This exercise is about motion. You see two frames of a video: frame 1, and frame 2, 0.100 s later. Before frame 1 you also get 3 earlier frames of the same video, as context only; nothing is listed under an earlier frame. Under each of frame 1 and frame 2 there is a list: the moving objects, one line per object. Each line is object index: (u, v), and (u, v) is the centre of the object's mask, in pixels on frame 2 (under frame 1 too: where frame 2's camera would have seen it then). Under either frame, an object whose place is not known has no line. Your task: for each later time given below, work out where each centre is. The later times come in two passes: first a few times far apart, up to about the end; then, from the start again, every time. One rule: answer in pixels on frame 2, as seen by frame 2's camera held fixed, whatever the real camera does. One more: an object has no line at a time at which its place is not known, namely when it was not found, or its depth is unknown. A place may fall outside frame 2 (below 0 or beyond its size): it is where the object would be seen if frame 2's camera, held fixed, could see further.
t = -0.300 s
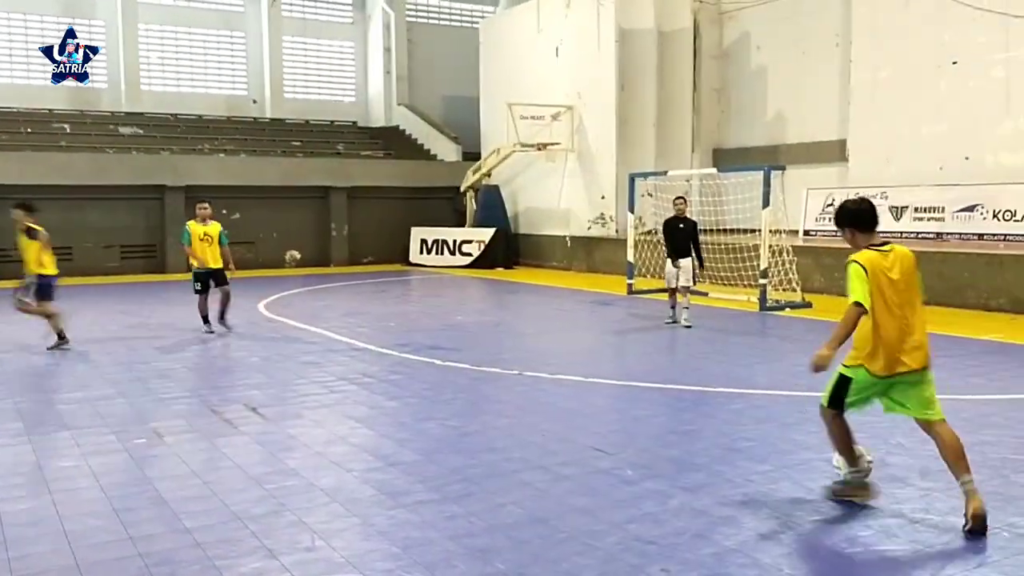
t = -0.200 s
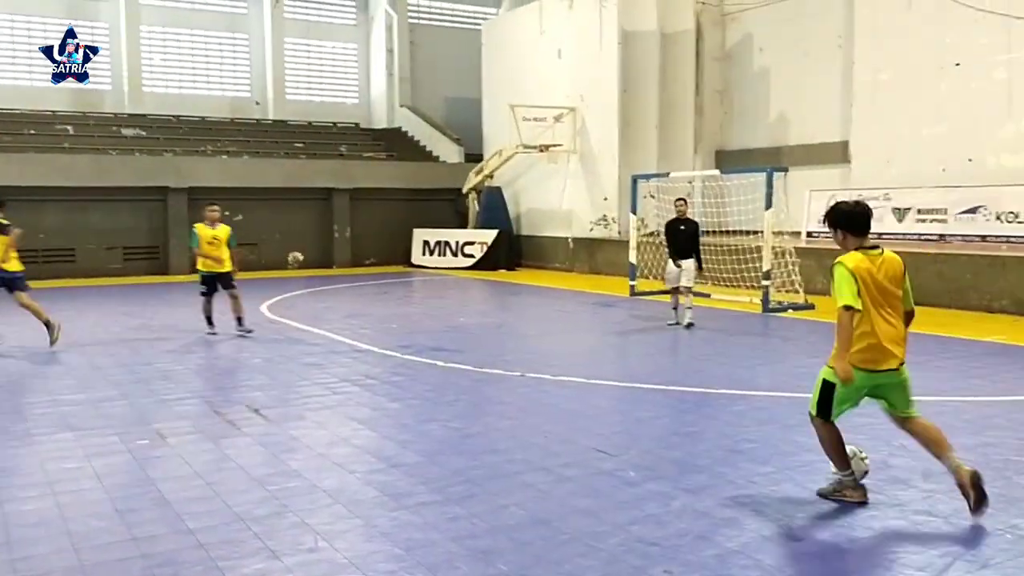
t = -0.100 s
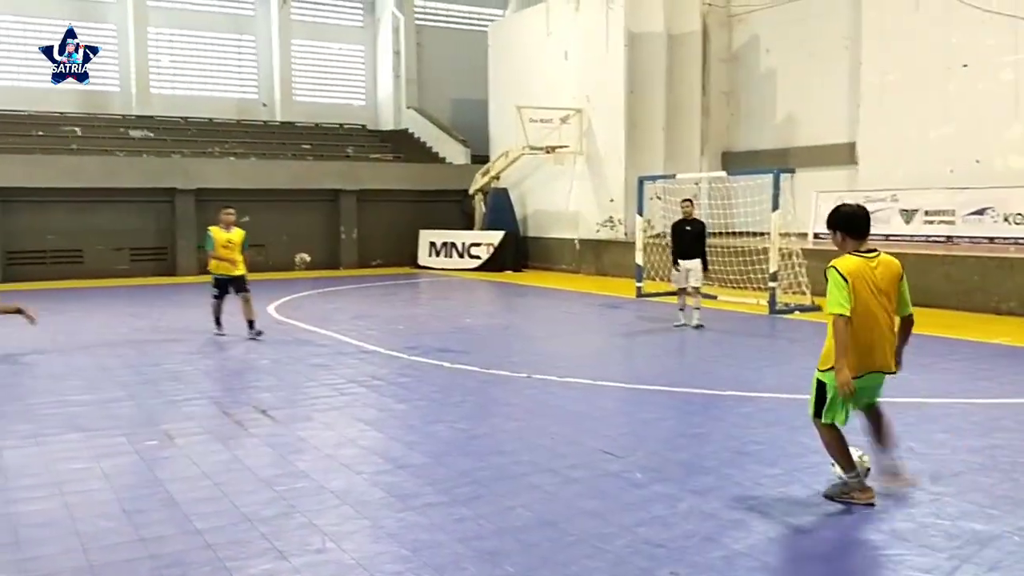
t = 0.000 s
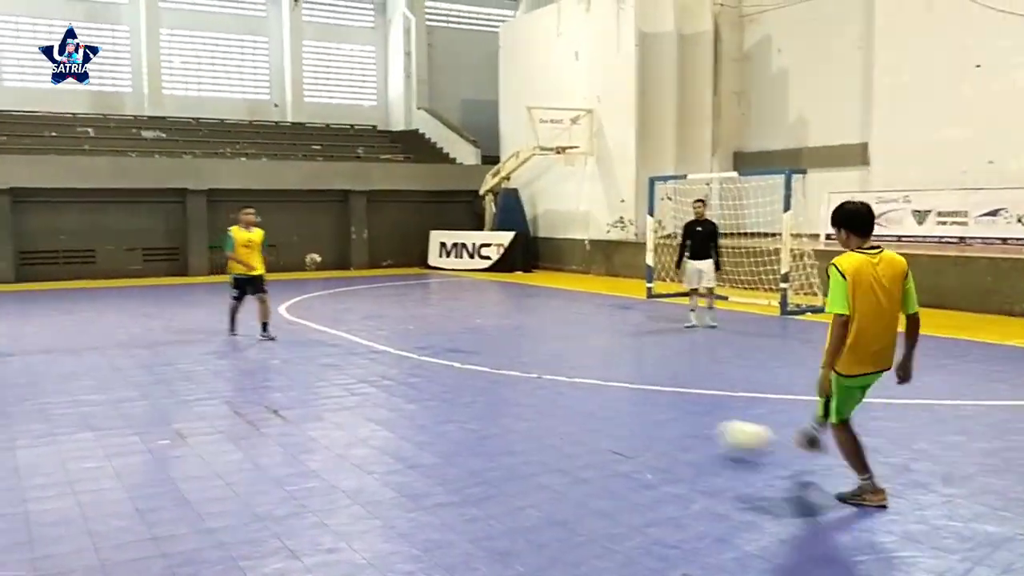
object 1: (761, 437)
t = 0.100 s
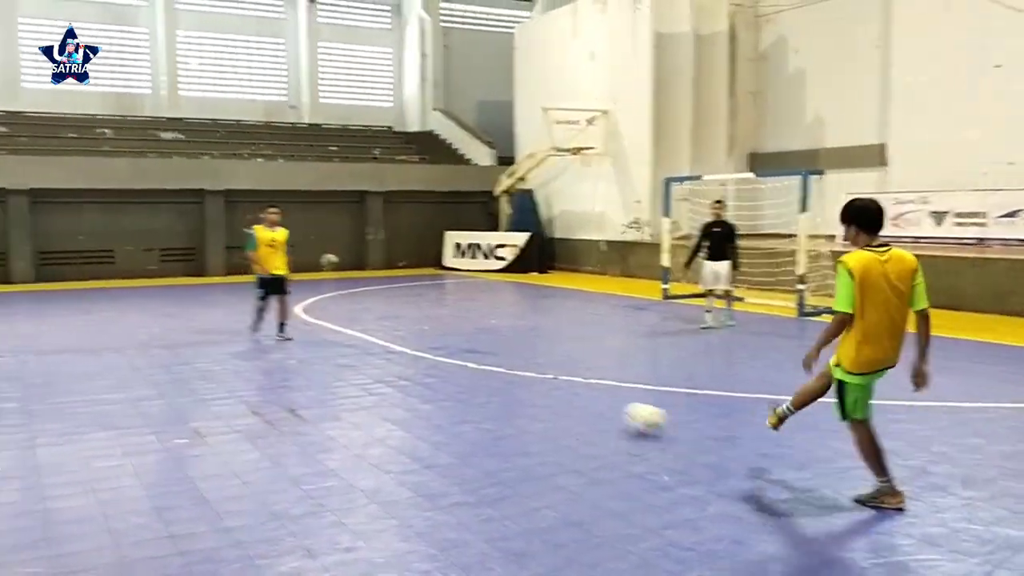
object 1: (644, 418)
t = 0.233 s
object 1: (533, 397)
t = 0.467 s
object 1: (405, 370)
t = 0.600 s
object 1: (354, 359)
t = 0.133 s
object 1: (613, 411)
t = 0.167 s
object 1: (583, 406)
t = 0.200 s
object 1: (557, 402)
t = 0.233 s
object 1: (533, 397)
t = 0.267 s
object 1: (511, 392)
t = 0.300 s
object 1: (489, 387)
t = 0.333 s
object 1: (469, 382)
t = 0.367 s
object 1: (453, 379)
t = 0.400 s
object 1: (436, 375)
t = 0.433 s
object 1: (420, 372)
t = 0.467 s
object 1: (405, 370)
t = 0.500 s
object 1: (391, 367)
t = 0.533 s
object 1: (377, 366)
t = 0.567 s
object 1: (366, 363)
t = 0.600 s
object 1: (354, 359)
